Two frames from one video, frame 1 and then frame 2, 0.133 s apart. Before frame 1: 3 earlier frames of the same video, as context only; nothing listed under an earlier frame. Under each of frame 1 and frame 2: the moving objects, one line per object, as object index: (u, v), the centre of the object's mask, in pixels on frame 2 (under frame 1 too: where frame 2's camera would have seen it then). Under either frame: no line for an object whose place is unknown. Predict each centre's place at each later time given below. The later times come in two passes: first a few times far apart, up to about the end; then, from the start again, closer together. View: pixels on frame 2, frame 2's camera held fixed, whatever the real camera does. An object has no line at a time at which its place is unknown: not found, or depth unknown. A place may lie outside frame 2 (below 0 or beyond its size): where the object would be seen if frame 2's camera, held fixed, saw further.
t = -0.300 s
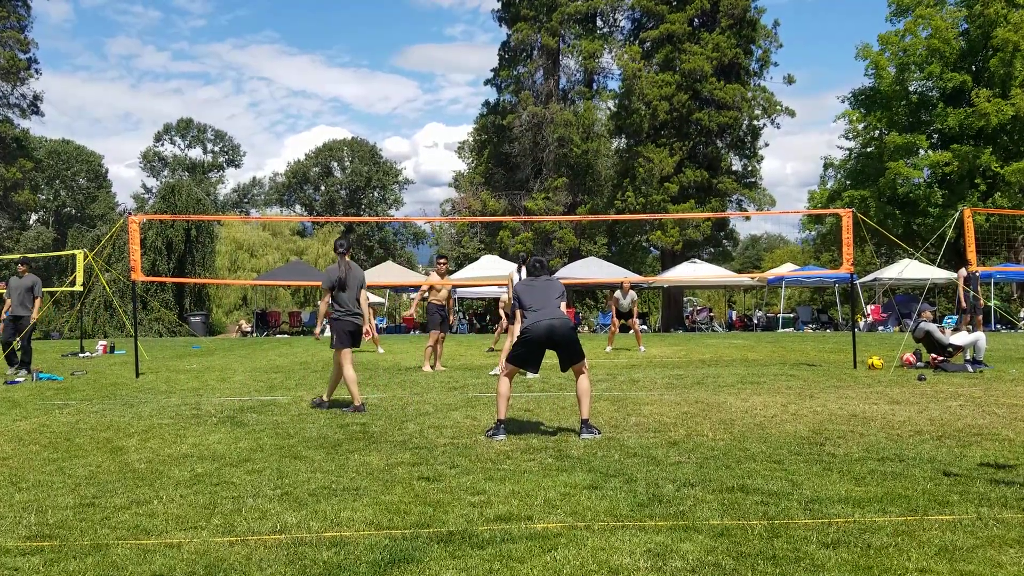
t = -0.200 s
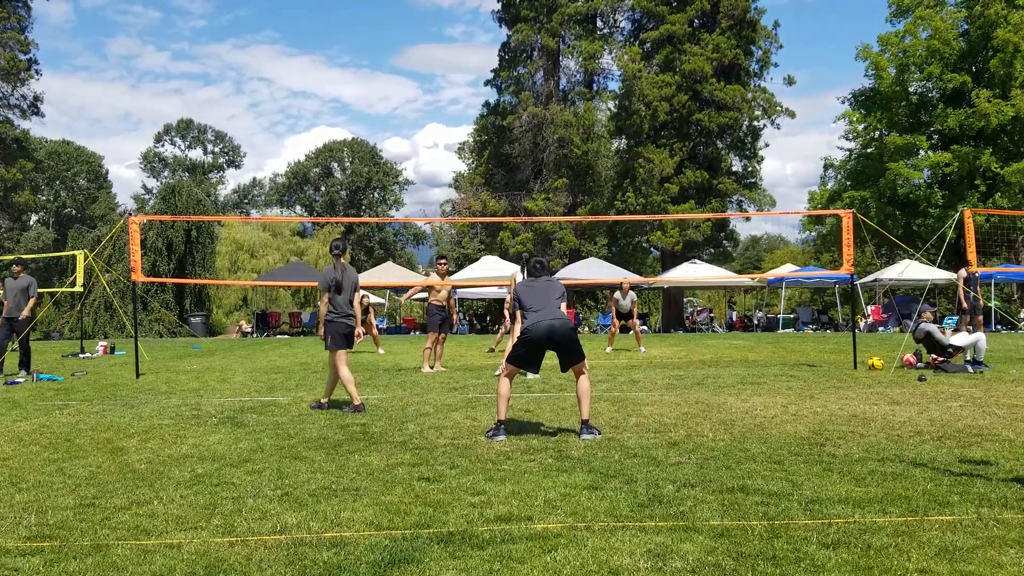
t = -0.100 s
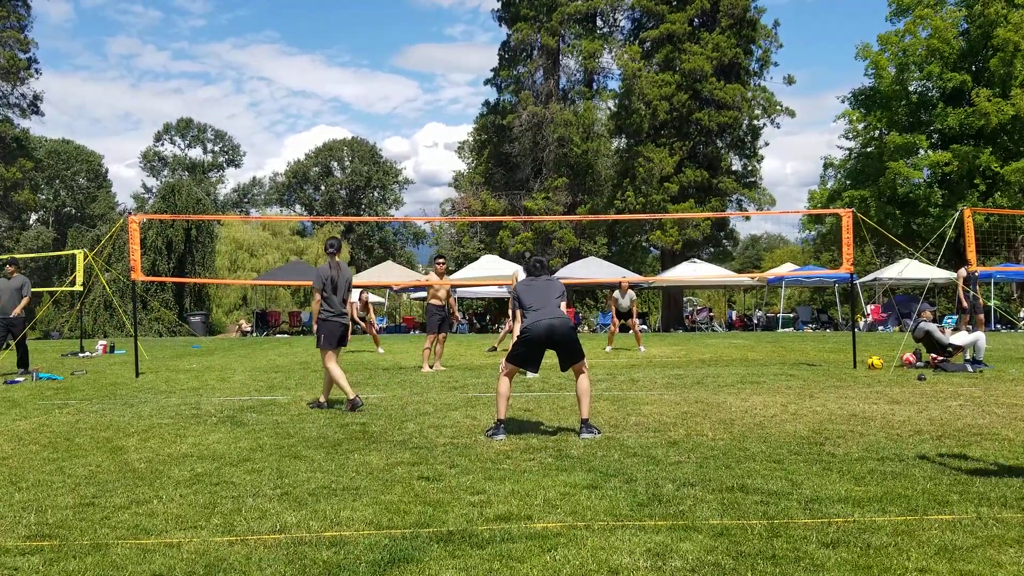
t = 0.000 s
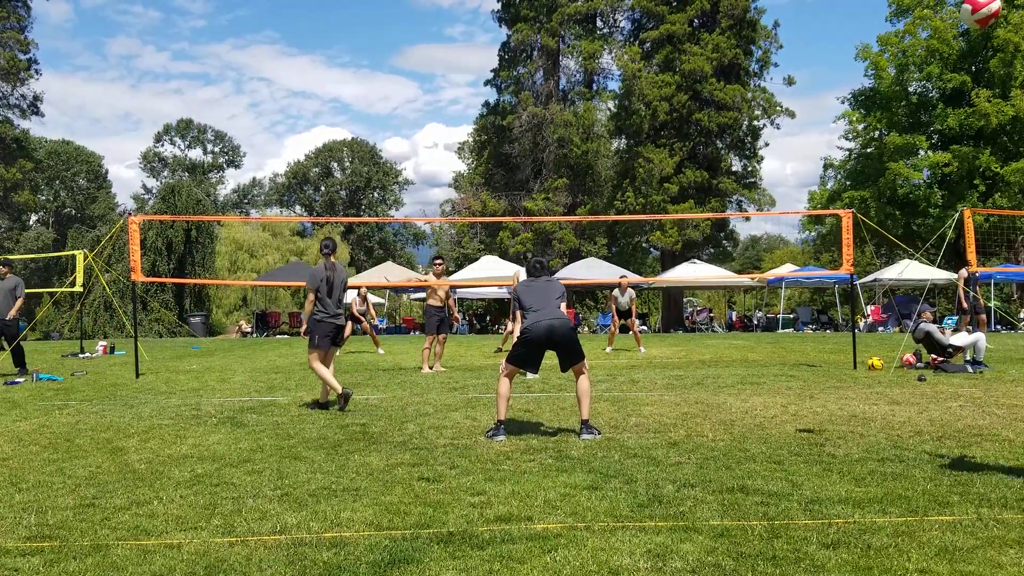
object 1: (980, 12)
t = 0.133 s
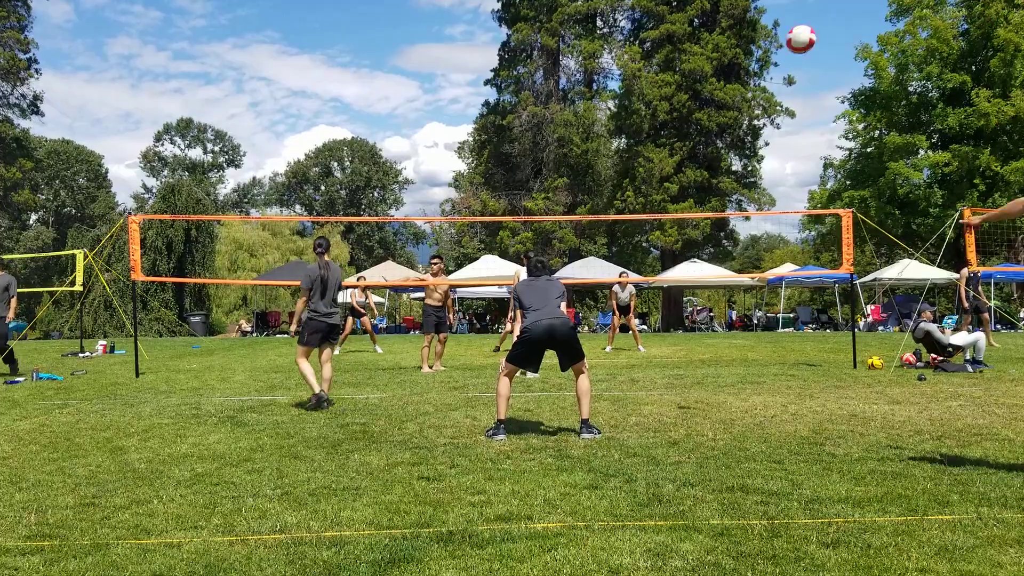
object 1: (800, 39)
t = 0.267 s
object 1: (686, 75)
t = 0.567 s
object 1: (536, 171)
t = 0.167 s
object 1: (768, 47)
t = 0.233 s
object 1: (710, 66)
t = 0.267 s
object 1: (686, 75)
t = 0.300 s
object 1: (662, 85)
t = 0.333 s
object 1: (642, 95)
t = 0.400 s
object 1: (606, 114)
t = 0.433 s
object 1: (590, 126)
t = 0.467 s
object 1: (575, 137)
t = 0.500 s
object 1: (561, 148)
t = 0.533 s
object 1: (548, 160)
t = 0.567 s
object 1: (536, 171)
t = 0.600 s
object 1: (524, 183)
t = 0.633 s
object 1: (513, 195)
